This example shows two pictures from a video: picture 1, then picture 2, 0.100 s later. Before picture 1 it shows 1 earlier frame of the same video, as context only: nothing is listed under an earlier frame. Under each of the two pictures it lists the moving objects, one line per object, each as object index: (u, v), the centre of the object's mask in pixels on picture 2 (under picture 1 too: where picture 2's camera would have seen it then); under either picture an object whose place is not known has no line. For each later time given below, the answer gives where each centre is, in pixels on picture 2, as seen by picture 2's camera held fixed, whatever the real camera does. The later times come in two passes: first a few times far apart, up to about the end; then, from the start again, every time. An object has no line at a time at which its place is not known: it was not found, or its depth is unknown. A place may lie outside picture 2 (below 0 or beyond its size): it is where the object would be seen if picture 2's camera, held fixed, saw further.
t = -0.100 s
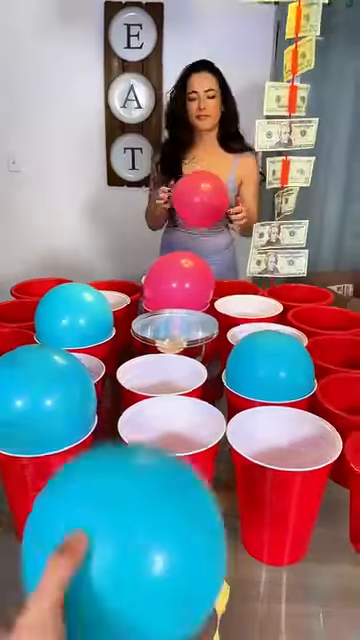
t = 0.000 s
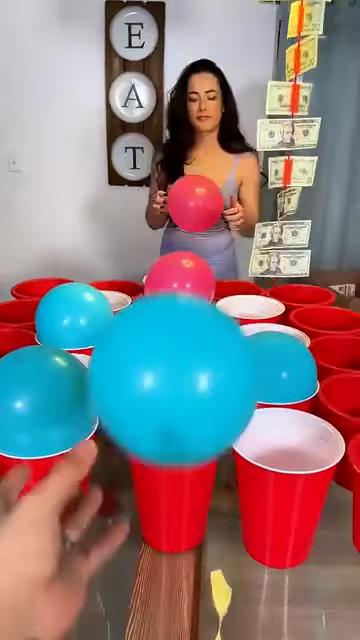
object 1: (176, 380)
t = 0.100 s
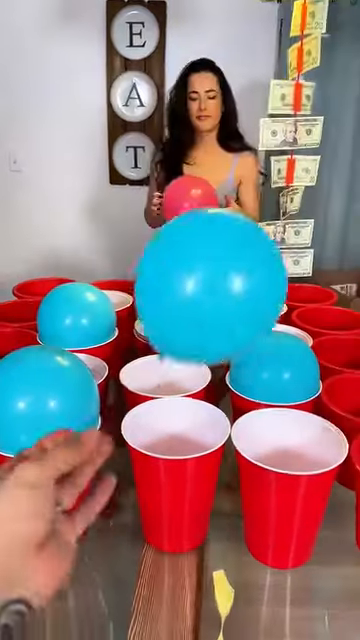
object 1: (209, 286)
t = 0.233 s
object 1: (240, 234)
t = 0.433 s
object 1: (269, 238)
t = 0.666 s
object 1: (288, 296)
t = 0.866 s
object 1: (303, 236)
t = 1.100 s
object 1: (316, 212)
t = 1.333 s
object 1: (328, 247)
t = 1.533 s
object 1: (337, 310)
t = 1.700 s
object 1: (348, 289)
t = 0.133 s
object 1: (218, 267)
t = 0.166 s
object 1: (225, 252)
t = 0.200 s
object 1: (233, 242)
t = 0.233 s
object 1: (240, 234)
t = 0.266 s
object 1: (246, 229)
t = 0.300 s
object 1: (252, 227)
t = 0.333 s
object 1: (256, 227)
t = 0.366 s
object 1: (261, 229)
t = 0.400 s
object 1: (264, 233)
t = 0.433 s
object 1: (269, 238)
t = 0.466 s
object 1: (272, 244)
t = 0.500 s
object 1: (275, 251)
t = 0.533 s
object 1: (279, 260)
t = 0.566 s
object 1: (281, 268)
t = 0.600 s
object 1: (284, 279)
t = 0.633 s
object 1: (286, 288)
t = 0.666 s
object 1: (288, 296)
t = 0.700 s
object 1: (290, 288)
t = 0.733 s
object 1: (293, 277)
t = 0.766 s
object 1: (296, 263)
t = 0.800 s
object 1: (298, 254)
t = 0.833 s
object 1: (301, 244)
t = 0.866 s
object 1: (303, 236)
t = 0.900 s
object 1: (305, 229)
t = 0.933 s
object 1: (308, 223)
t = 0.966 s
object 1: (310, 219)
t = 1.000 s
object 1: (312, 214)
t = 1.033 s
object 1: (313, 213)
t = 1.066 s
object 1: (315, 211)
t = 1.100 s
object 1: (316, 212)
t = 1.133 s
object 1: (319, 213)
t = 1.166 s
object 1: (321, 216)
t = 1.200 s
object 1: (322, 220)
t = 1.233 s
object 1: (324, 225)
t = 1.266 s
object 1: (325, 231)
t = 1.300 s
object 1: (327, 238)
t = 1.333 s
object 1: (328, 247)
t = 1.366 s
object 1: (330, 256)
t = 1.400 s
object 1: (331, 265)
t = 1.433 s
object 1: (333, 276)
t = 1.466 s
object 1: (334, 286)
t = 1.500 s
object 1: (336, 297)
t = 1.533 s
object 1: (337, 310)
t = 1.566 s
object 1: (339, 322)
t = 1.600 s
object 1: (341, 325)
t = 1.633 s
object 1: (343, 312)
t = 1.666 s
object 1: (346, 300)
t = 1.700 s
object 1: (348, 289)
